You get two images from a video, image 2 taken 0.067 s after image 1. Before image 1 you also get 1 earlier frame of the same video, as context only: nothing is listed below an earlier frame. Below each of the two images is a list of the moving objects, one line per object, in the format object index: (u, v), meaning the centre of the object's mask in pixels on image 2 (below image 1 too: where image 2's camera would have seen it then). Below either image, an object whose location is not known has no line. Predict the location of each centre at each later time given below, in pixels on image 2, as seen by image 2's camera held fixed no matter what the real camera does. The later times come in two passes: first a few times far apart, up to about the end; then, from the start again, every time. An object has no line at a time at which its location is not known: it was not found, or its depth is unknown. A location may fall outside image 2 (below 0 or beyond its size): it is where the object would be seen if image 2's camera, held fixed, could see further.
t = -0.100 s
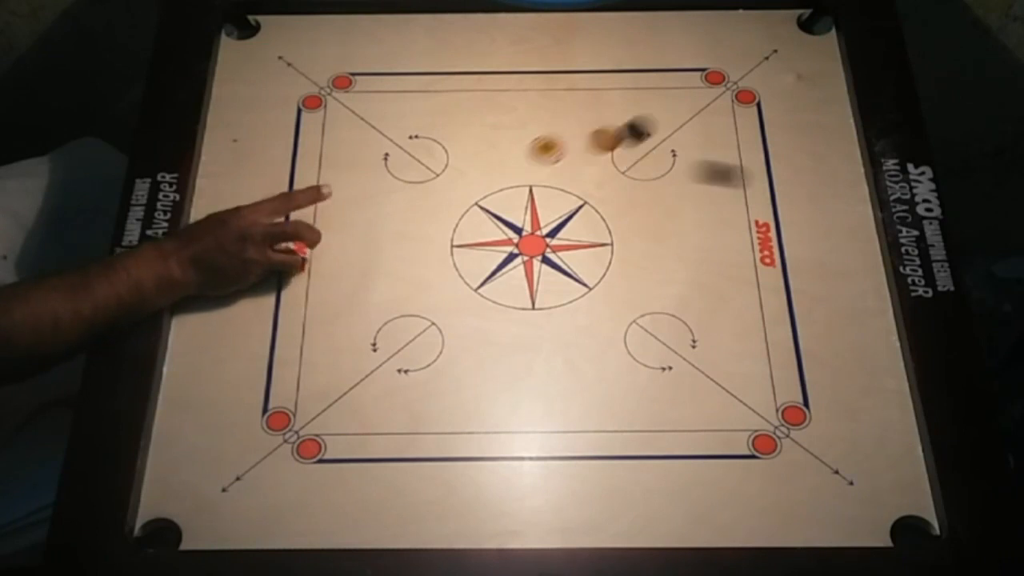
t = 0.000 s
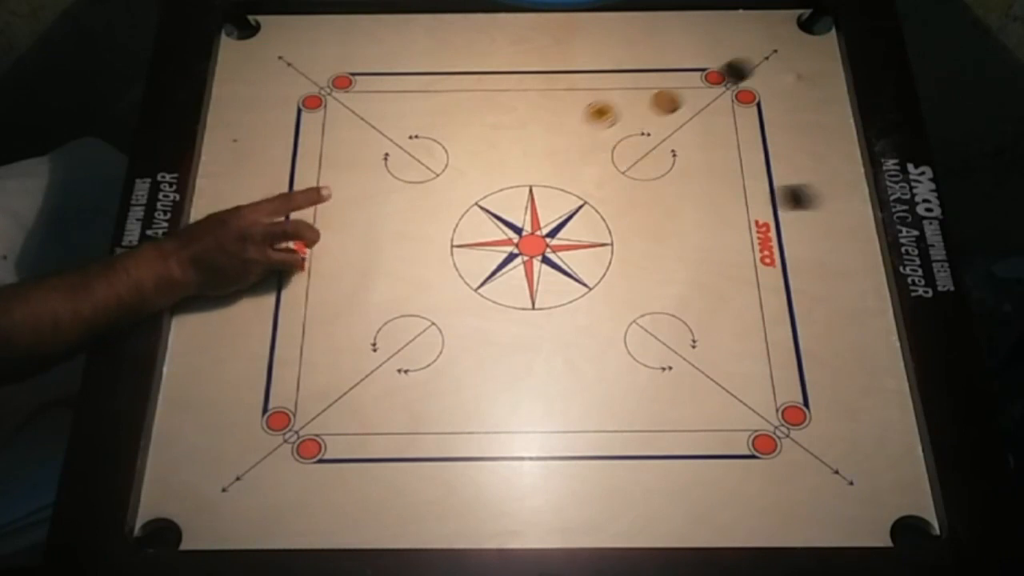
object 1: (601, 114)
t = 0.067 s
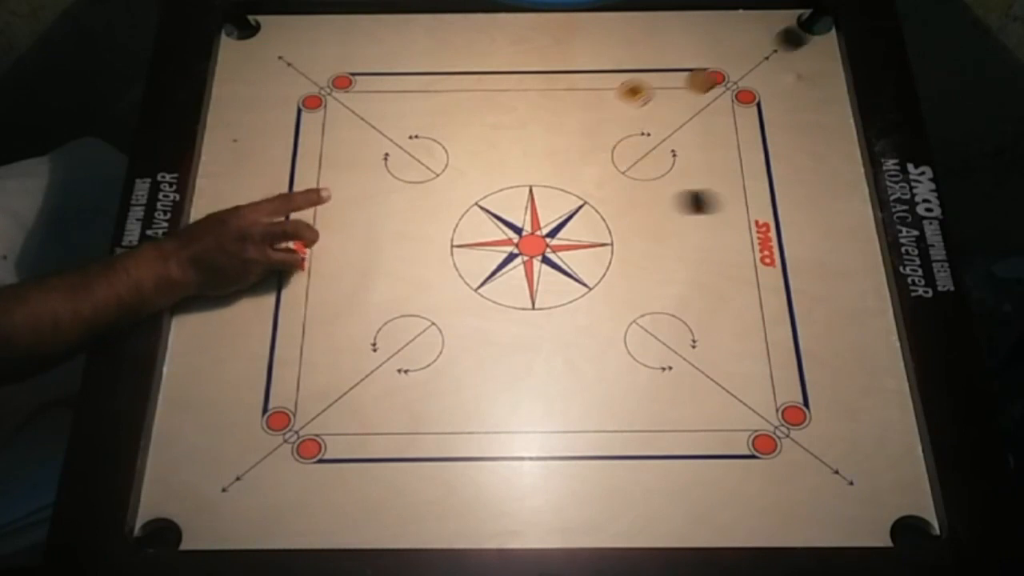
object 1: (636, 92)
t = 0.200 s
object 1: (692, 56)
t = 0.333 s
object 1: (740, 28)
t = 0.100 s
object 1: (652, 83)
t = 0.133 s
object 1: (665, 73)
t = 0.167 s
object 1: (678, 64)
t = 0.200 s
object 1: (692, 56)
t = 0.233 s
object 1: (705, 48)
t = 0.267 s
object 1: (717, 42)
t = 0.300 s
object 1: (729, 35)
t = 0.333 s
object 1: (740, 28)
